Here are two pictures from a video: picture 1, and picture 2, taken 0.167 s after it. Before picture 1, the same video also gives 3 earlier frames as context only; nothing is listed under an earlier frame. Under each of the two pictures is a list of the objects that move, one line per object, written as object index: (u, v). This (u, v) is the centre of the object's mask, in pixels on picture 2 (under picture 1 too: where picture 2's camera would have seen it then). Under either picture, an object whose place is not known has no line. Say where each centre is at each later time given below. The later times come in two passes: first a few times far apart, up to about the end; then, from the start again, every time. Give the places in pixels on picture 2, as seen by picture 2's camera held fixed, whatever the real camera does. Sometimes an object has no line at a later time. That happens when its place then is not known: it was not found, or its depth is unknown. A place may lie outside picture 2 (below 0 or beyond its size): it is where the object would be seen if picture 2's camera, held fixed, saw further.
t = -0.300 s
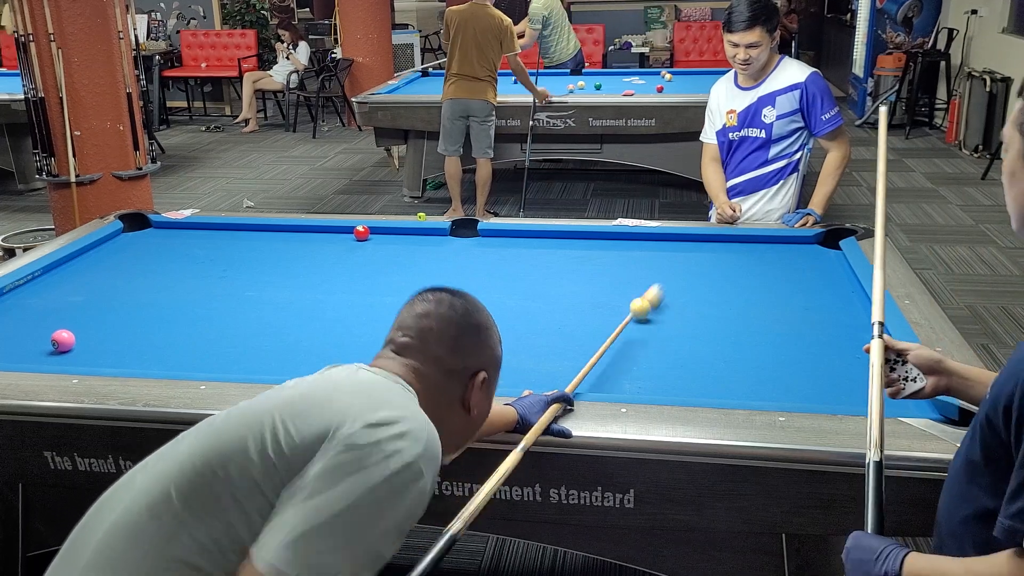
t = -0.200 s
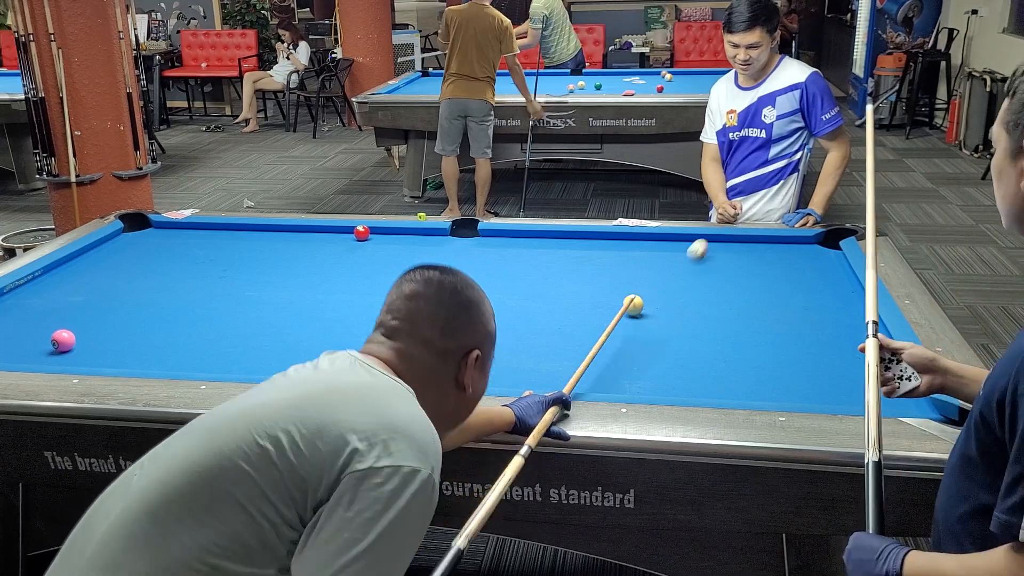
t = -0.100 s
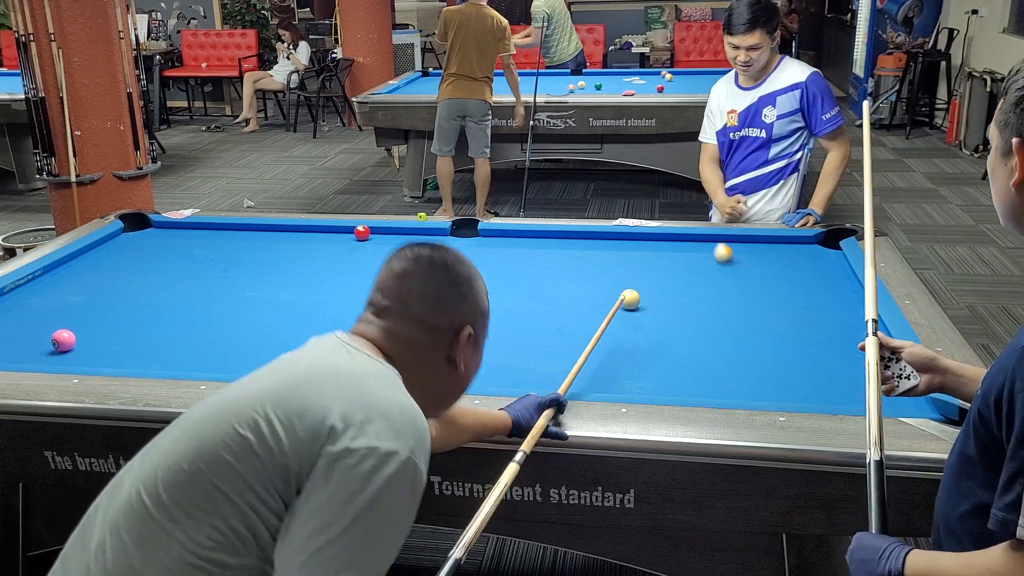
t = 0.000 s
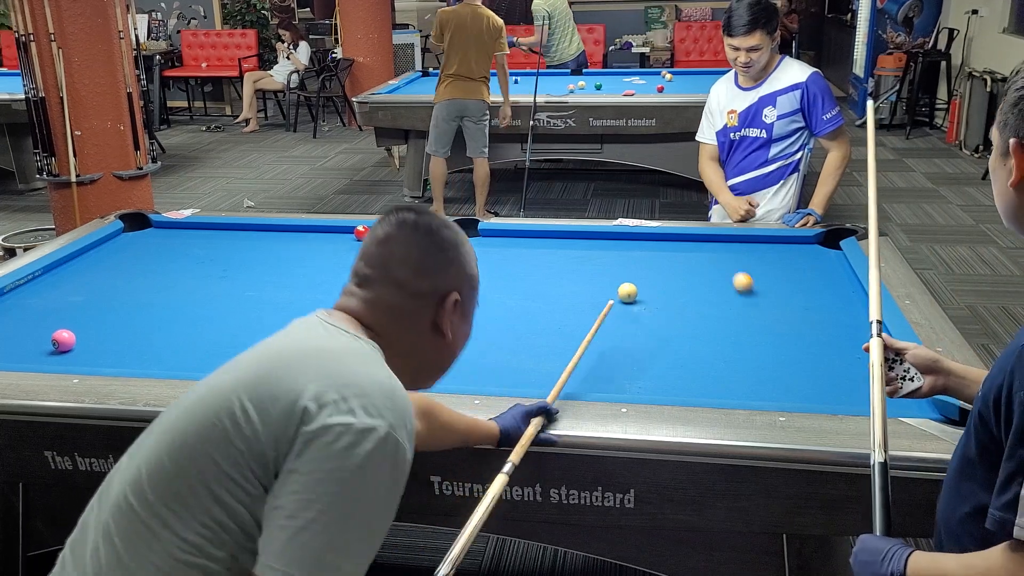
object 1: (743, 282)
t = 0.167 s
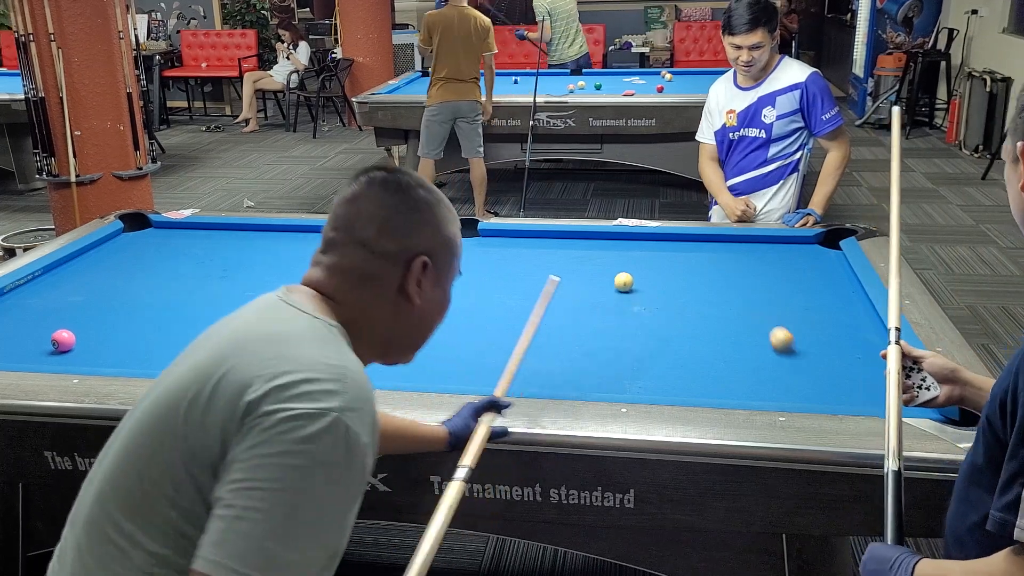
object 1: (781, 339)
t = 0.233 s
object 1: (799, 365)
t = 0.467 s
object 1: (802, 361)
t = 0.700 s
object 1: (776, 317)
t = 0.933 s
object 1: (756, 284)
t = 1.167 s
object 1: (739, 257)
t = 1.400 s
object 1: (726, 241)
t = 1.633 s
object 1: (723, 253)
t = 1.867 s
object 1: (720, 265)
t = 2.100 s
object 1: (715, 278)
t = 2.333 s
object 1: (711, 290)
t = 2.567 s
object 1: (706, 304)
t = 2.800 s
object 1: (700, 318)
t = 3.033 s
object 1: (695, 331)
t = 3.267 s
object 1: (689, 346)
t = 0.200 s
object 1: (790, 352)
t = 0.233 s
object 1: (799, 365)
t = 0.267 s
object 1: (809, 379)
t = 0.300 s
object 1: (819, 393)
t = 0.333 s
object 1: (823, 396)
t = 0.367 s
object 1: (817, 389)
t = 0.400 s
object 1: (812, 379)
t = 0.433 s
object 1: (806, 369)
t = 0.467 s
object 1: (802, 361)
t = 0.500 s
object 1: (798, 354)
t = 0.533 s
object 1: (793, 346)
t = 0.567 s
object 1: (789, 339)
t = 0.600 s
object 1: (786, 334)
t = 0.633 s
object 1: (783, 328)
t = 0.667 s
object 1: (779, 322)
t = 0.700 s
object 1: (776, 317)
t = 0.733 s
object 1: (773, 312)
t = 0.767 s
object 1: (770, 307)
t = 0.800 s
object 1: (767, 302)
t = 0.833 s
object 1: (764, 297)
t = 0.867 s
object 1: (761, 293)
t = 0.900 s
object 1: (758, 288)
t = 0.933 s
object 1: (756, 284)
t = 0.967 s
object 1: (753, 280)
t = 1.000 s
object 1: (751, 276)
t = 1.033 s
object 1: (748, 272)
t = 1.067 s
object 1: (745, 268)
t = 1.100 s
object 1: (743, 264)
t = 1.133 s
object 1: (741, 261)
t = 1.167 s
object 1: (739, 257)
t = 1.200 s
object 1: (737, 254)
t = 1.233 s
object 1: (734, 250)
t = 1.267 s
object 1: (733, 247)
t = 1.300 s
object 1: (731, 244)
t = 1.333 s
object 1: (728, 241)
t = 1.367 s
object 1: (727, 239)
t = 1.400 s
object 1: (726, 241)
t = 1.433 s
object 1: (726, 243)
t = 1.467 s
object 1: (726, 244)
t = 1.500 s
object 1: (725, 246)
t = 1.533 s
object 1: (725, 248)
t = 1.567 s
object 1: (724, 249)
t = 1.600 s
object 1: (724, 251)
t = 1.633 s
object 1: (723, 253)
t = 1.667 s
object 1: (723, 254)
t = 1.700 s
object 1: (722, 256)
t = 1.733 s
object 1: (722, 258)
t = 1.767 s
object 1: (721, 260)
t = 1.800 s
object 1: (721, 262)
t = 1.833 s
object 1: (720, 263)
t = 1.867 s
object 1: (720, 265)
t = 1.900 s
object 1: (719, 267)
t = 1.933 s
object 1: (718, 269)
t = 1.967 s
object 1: (718, 270)
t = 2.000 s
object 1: (717, 272)
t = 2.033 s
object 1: (717, 274)
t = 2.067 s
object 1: (716, 276)
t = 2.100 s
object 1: (715, 278)
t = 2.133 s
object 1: (715, 279)
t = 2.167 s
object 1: (714, 281)
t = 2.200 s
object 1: (714, 283)
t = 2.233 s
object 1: (713, 285)
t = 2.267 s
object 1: (712, 287)
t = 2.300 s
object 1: (711, 289)
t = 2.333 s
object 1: (711, 290)
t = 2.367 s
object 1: (710, 293)
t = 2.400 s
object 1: (709, 295)
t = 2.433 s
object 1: (709, 296)
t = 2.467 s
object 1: (708, 298)
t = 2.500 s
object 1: (708, 301)
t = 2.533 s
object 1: (707, 302)
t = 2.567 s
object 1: (706, 304)
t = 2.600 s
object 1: (705, 306)
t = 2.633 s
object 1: (704, 308)
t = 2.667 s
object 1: (703, 310)
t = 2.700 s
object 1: (703, 311)
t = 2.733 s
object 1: (702, 313)
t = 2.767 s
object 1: (701, 315)
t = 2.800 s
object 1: (700, 318)
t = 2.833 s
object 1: (700, 320)
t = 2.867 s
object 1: (699, 322)
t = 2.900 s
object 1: (698, 324)
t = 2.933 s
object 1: (698, 326)
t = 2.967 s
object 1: (697, 328)
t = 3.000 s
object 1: (696, 330)
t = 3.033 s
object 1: (695, 331)
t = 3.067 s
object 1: (694, 334)
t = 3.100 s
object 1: (694, 336)
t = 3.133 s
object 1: (693, 338)
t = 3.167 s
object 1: (692, 340)
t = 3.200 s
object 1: (691, 342)
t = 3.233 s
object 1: (690, 344)
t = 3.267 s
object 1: (689, 346)
